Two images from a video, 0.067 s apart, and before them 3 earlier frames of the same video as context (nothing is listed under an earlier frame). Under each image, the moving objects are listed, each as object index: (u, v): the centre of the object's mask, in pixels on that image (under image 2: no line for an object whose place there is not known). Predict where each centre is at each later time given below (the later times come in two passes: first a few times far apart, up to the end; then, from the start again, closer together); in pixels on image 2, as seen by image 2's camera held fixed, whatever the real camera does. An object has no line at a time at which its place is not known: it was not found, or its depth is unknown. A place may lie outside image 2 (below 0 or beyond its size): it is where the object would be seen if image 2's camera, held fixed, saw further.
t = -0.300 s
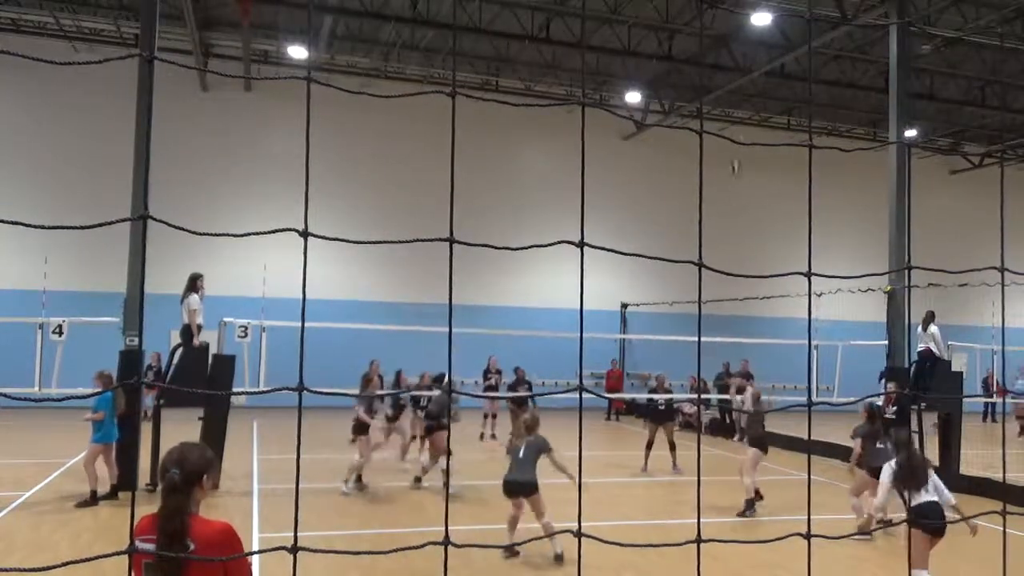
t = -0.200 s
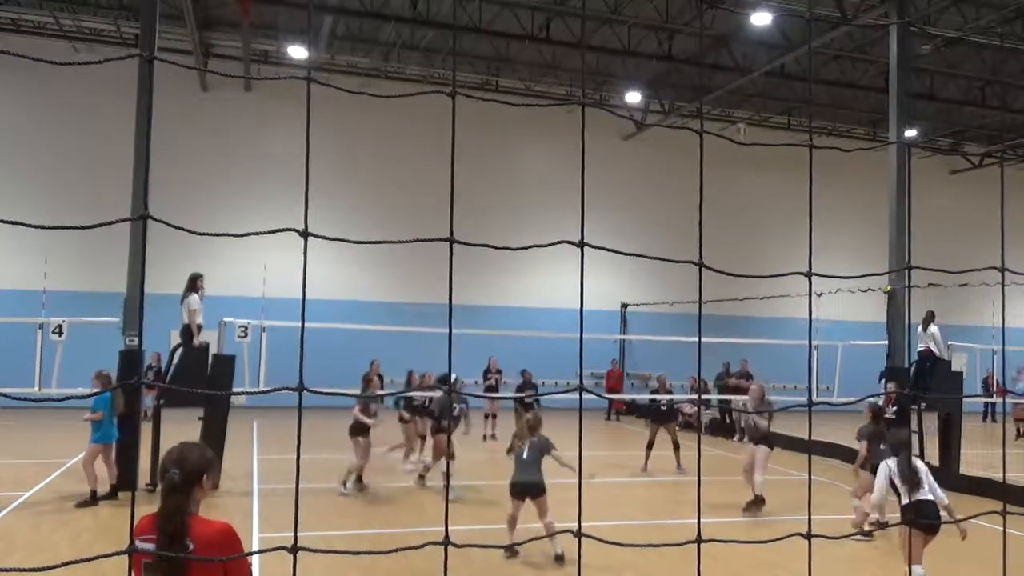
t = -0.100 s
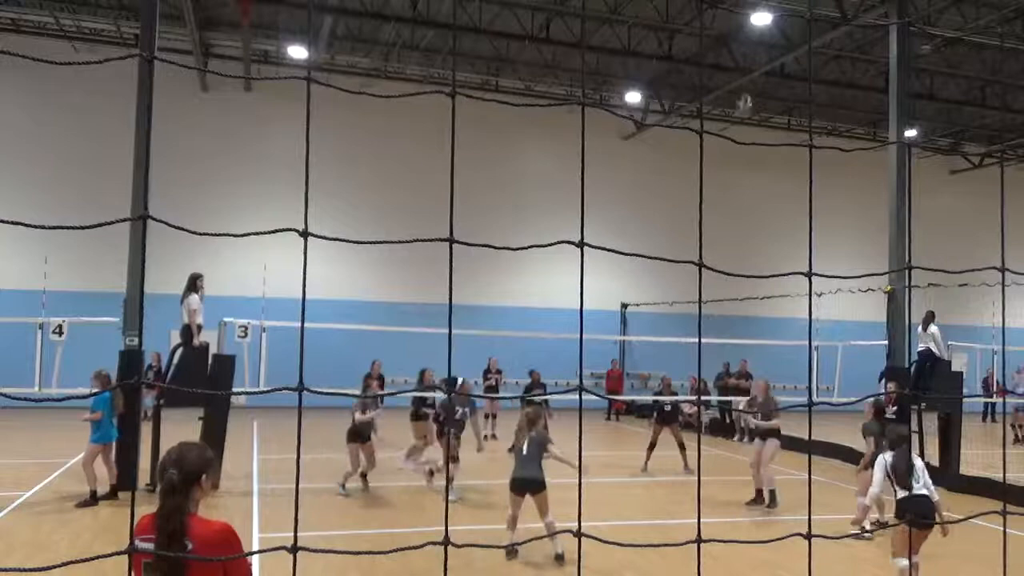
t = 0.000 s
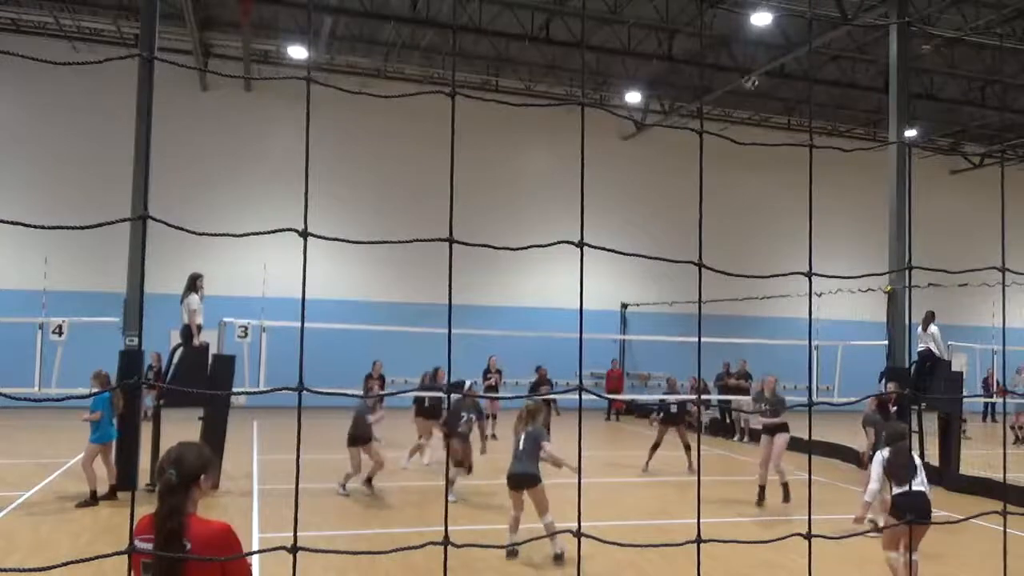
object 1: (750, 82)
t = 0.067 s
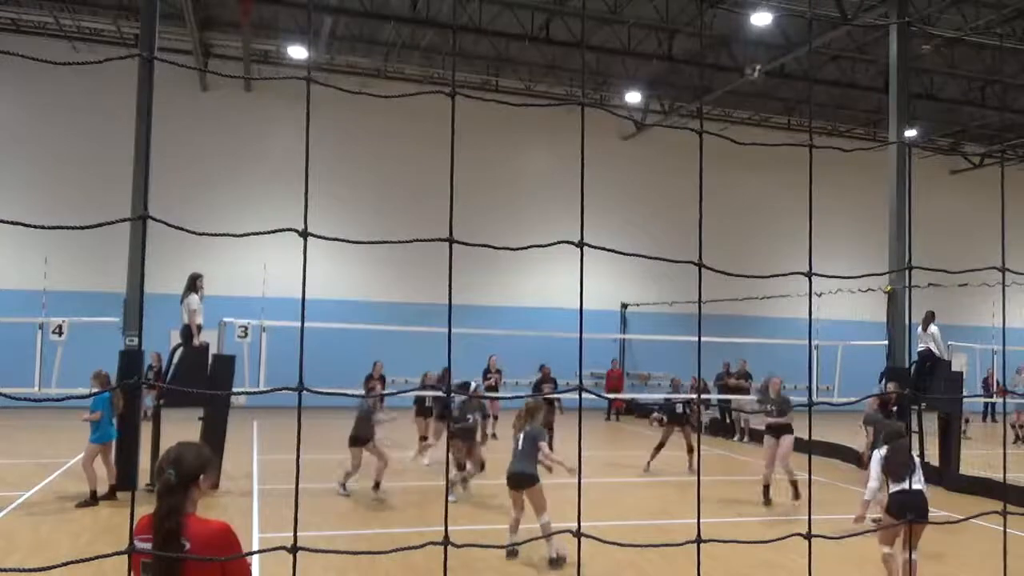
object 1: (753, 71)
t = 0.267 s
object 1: (764, 62)
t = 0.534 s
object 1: (778, 87)
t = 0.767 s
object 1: (790, 154)
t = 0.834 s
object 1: (793, 177)
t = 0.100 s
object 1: (756, 69)
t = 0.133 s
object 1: (758, 66)
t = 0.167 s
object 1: (759, 63)
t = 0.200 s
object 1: (760, 62)
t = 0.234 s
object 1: (761, 60)
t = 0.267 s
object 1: (764, 62)
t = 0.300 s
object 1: (766, 61)
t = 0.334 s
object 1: (767, 62)
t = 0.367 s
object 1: (770, 65)
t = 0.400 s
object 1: (772, 69)
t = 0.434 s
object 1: (773, 72)
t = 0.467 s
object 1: (774, 77)
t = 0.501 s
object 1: (776, 81)
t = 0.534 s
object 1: (778, 87)
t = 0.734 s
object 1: (790, 138)
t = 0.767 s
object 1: (790, 154)
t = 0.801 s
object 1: (792, 163)
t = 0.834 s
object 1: (793, 177)
